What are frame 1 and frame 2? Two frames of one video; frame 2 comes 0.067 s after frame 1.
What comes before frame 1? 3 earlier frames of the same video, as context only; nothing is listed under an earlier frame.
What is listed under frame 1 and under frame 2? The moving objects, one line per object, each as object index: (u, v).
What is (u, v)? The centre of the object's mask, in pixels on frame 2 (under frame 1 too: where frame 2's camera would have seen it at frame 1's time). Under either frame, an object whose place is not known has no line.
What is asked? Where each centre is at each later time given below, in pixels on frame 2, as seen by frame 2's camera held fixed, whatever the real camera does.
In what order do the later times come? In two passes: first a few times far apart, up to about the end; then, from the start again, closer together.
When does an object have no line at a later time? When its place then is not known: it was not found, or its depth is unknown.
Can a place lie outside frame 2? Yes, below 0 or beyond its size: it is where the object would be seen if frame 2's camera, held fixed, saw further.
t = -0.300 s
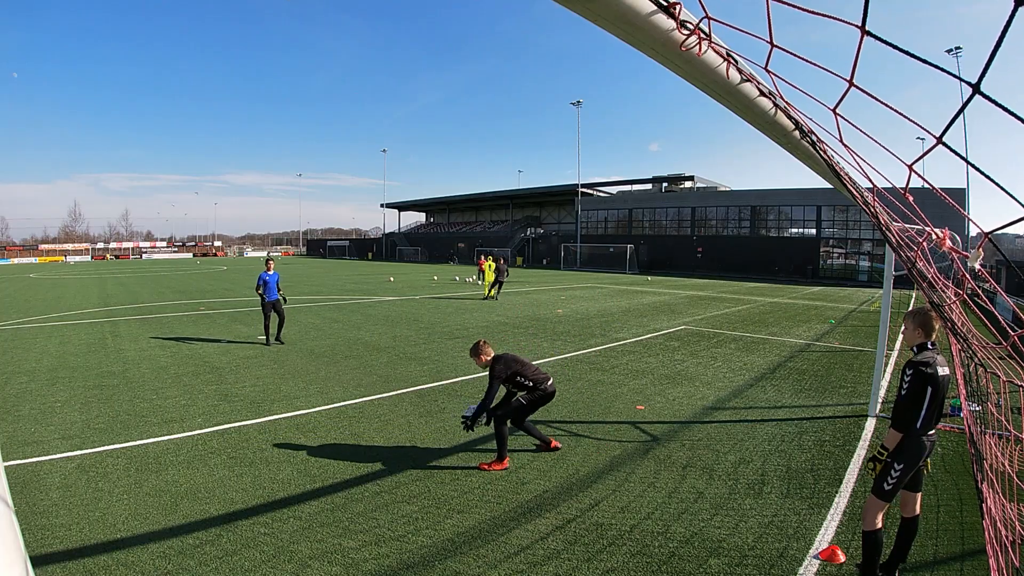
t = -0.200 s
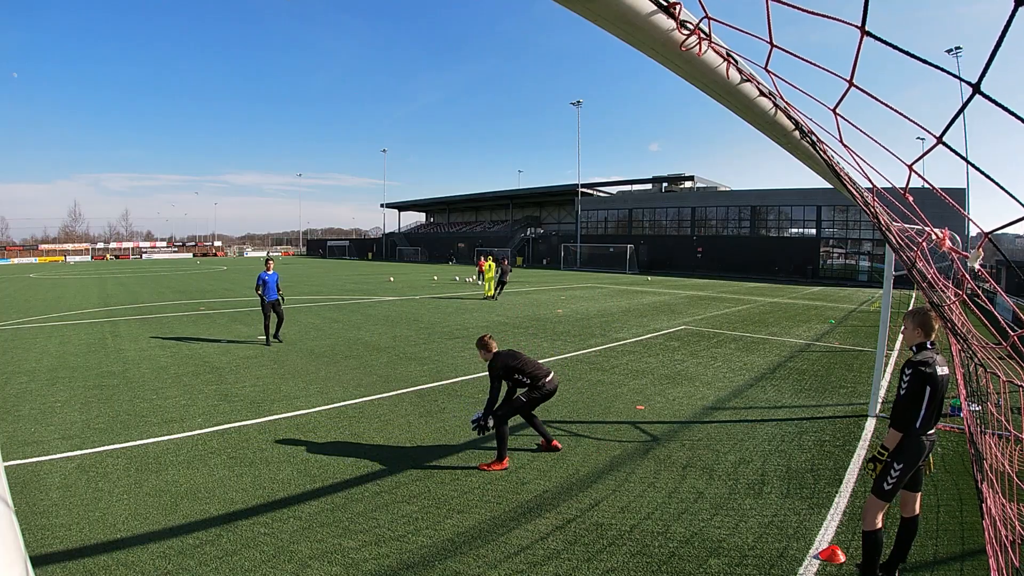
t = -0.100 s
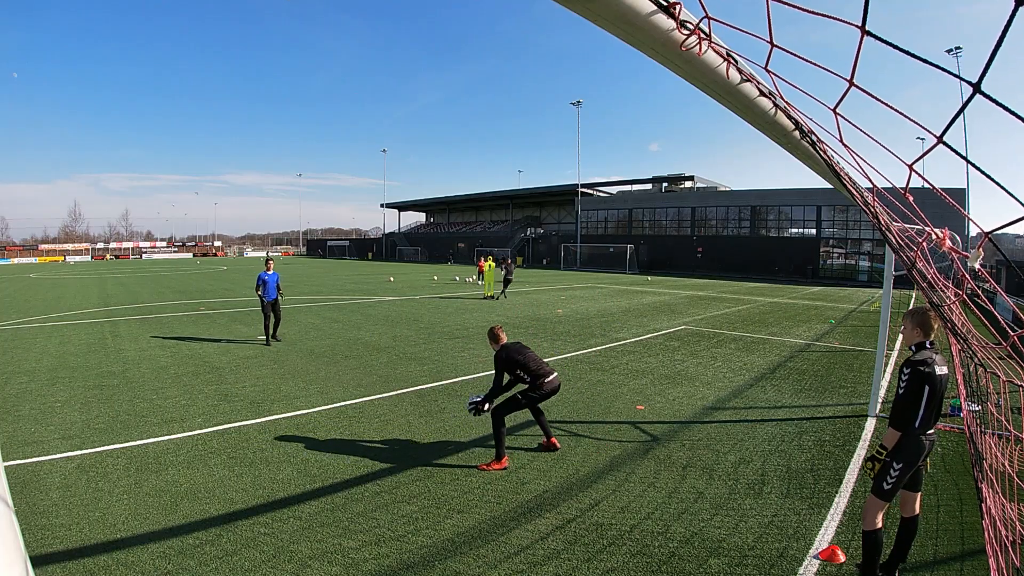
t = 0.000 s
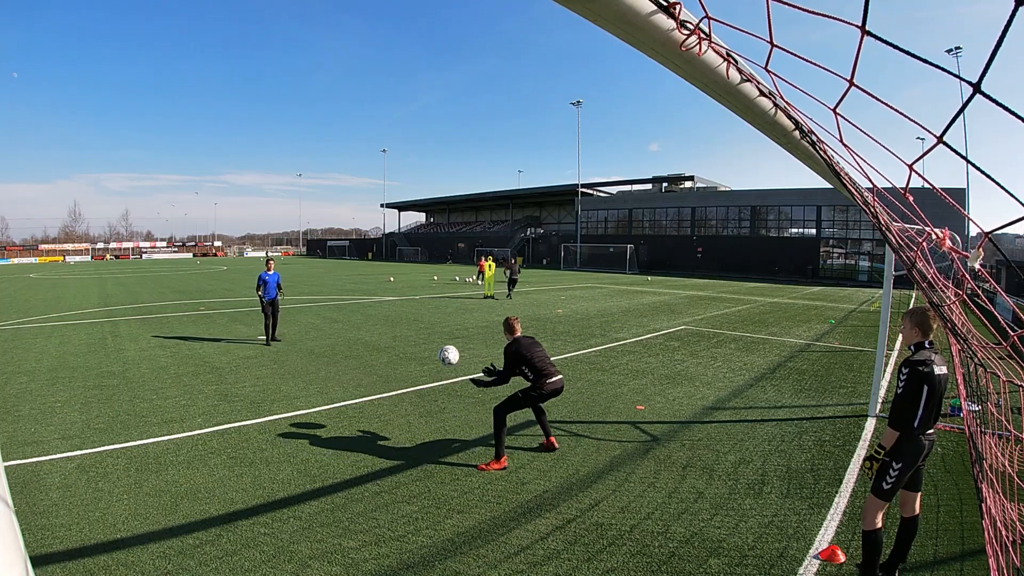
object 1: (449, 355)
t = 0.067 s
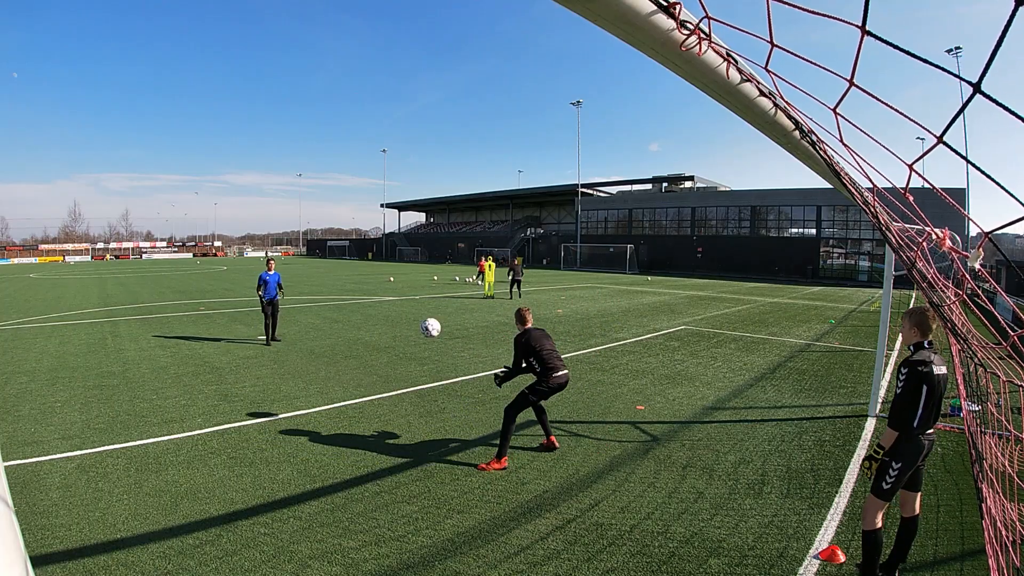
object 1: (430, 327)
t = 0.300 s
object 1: (377, 272)
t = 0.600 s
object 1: (328, 269)
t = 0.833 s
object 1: (301, 305)
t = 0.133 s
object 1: (414, 306)
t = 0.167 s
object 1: (406, 297)
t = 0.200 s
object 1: (398, 289)
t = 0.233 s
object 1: (391, 282)
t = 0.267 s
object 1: (384, 276)
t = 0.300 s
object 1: (377, 272)
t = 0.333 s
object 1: (371, 268)
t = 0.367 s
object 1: (365, 265)
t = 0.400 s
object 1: (359, 263)
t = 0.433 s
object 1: (353, 262)
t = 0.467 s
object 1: (348, 262)
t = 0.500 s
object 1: (343, 263)
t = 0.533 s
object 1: (338, 264)
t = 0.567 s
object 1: (333, 266)
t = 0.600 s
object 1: (328, 269)
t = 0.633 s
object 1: (324, 273)
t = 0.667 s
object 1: (320, 277)
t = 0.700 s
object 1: (316, 281)
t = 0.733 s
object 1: (312, 286)
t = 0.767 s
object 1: (308, 292)
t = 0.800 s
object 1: (304, 298)
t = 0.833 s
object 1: (301, 305)
